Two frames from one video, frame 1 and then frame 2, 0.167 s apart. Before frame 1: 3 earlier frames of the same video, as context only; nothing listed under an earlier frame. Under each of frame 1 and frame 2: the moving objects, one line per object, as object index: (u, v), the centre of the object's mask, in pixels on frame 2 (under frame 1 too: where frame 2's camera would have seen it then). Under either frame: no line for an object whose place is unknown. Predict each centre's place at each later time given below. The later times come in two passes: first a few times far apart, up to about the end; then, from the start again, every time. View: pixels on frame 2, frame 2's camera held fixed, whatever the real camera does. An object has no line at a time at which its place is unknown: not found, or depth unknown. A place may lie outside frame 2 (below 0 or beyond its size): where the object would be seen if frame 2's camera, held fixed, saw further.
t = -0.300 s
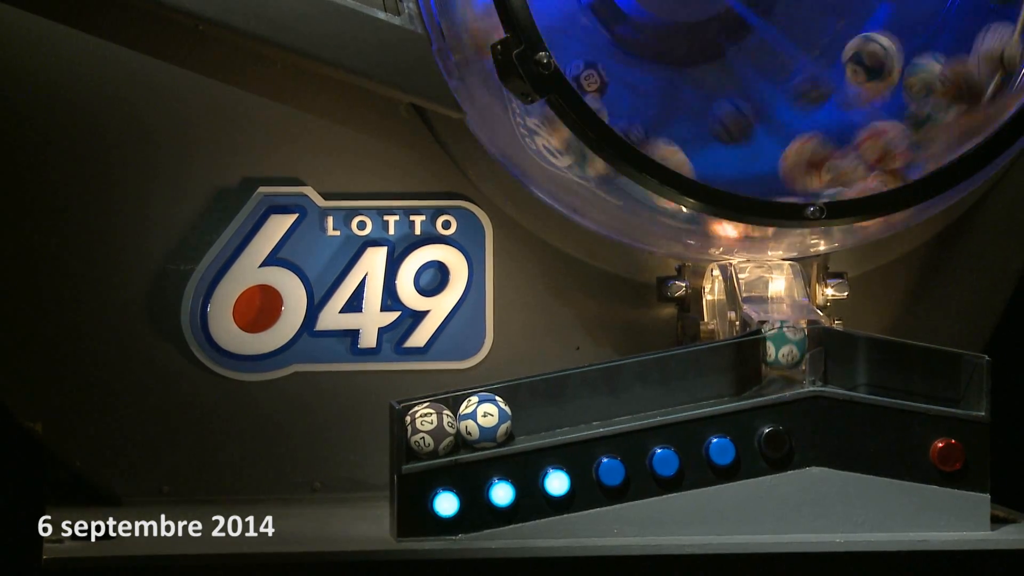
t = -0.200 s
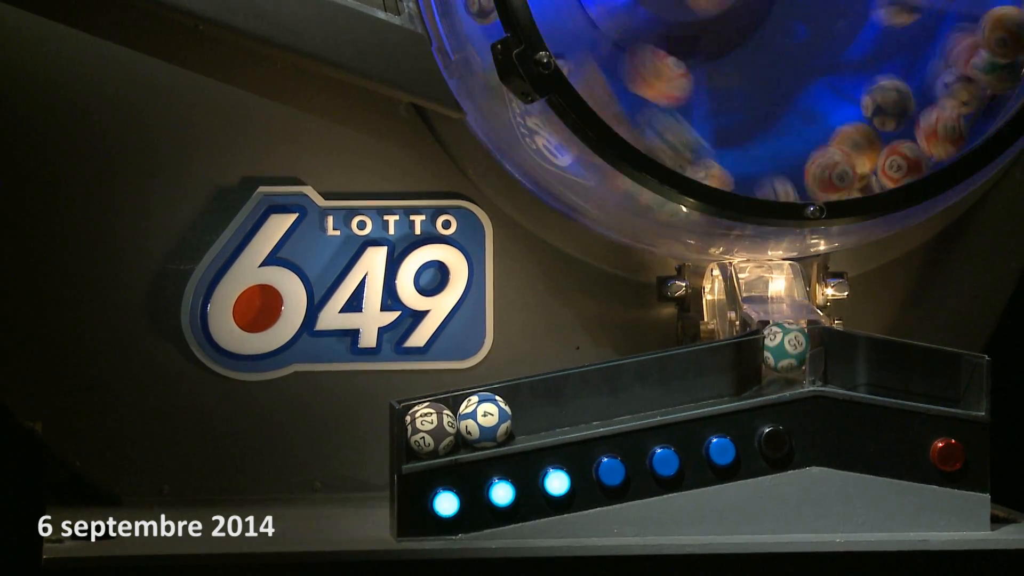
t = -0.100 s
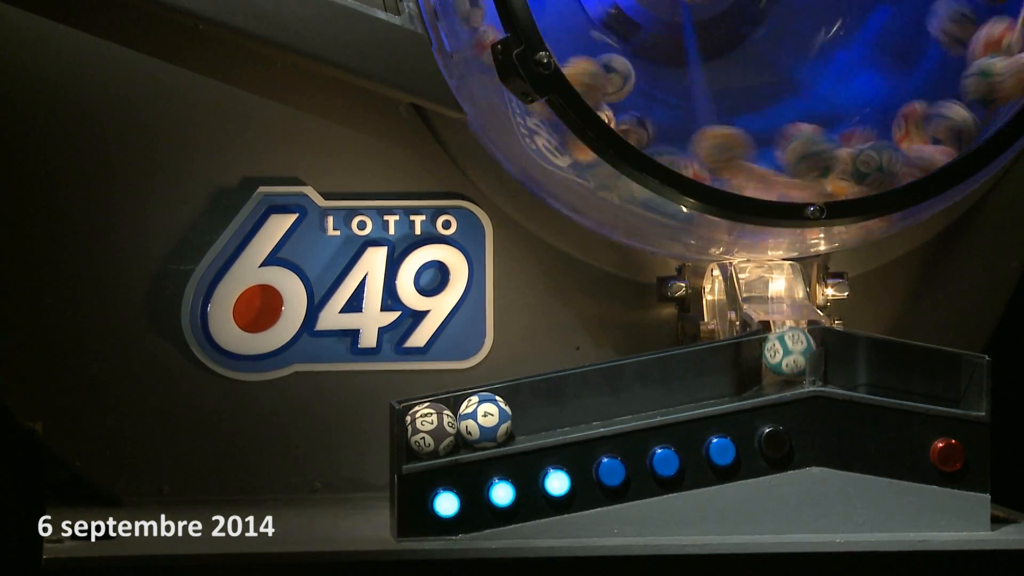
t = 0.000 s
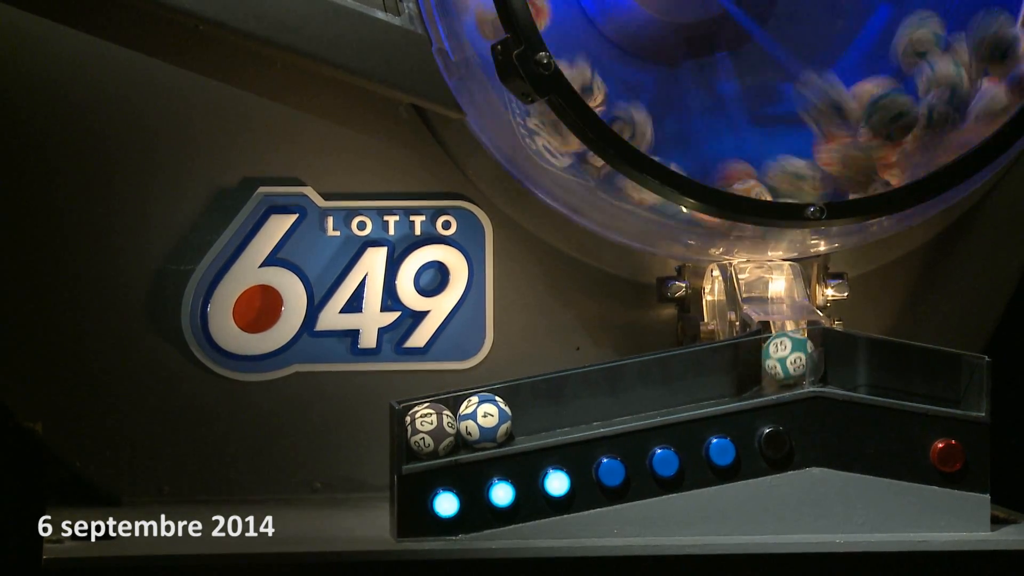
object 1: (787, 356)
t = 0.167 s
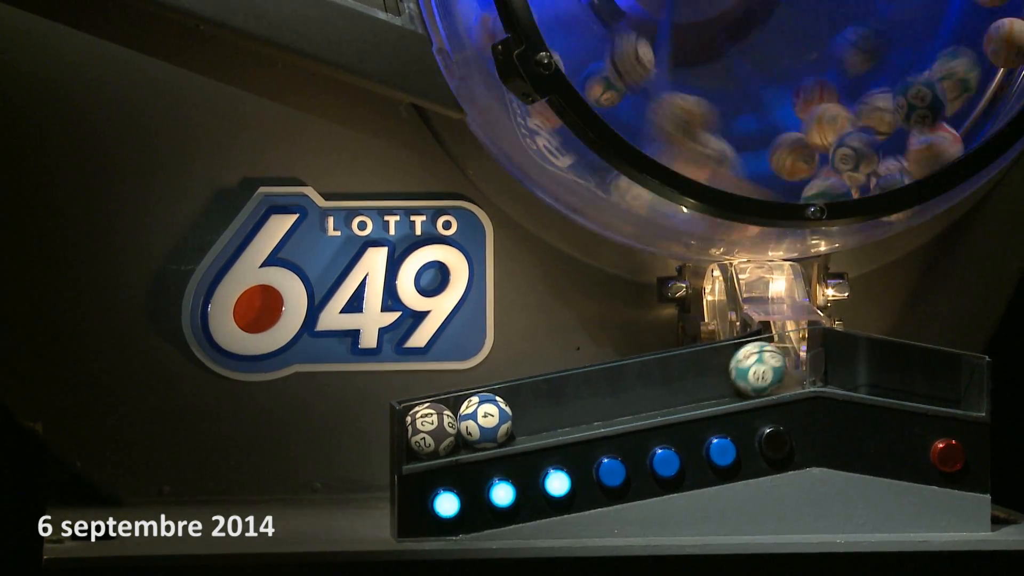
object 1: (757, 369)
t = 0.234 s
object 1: (736, 373)
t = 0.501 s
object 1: (611, 397)
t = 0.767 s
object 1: (555, 407)
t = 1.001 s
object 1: (538, 410)
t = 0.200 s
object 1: (747, 371)
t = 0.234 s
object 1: (736, 373)
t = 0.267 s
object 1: (724, 375)
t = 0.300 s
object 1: (712, 378)
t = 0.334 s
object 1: (699, 380)
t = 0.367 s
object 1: (684, 383)
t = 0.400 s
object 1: (667, 386)
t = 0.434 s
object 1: (650, 390)
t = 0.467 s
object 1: (631, 393)
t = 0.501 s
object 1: (611, 397)
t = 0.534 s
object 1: (589, 401)
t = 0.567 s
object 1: (566, 405)
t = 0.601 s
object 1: (543, 410)
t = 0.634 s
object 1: (541, 406)
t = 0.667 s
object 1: (550, 408)
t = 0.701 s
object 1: (553, 405)
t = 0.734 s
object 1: (555, 406)
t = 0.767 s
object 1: (555, 407)
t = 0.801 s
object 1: (553, 407)
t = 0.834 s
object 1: (549, 408)
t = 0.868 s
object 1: (545, 409)
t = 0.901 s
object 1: (538, 410)
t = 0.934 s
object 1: (538, 410)
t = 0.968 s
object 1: (539, 410)
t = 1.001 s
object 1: (538, 410)
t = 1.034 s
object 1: (538, 410)
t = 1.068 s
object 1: (538, 410)
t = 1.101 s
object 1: (538, 410)
